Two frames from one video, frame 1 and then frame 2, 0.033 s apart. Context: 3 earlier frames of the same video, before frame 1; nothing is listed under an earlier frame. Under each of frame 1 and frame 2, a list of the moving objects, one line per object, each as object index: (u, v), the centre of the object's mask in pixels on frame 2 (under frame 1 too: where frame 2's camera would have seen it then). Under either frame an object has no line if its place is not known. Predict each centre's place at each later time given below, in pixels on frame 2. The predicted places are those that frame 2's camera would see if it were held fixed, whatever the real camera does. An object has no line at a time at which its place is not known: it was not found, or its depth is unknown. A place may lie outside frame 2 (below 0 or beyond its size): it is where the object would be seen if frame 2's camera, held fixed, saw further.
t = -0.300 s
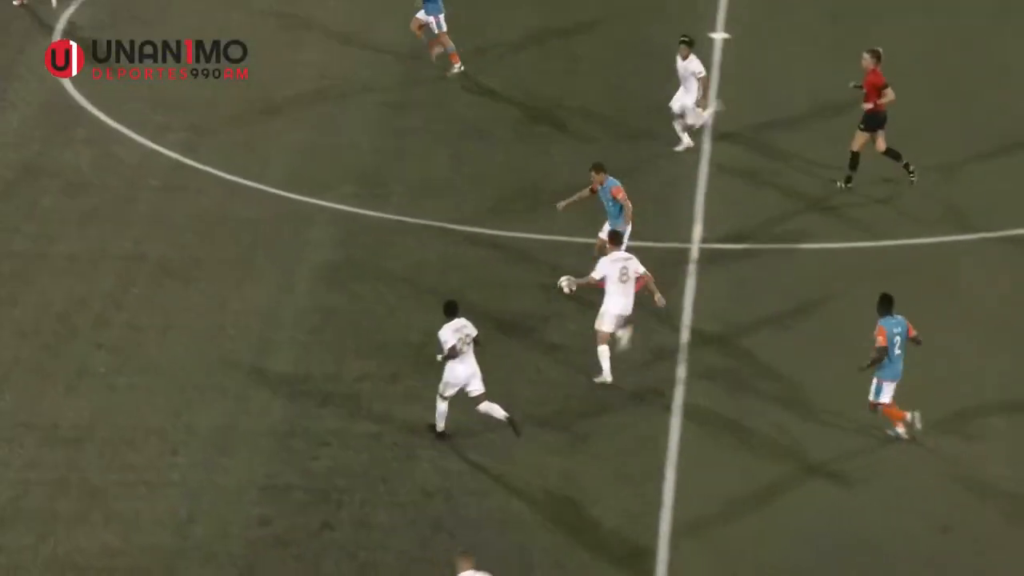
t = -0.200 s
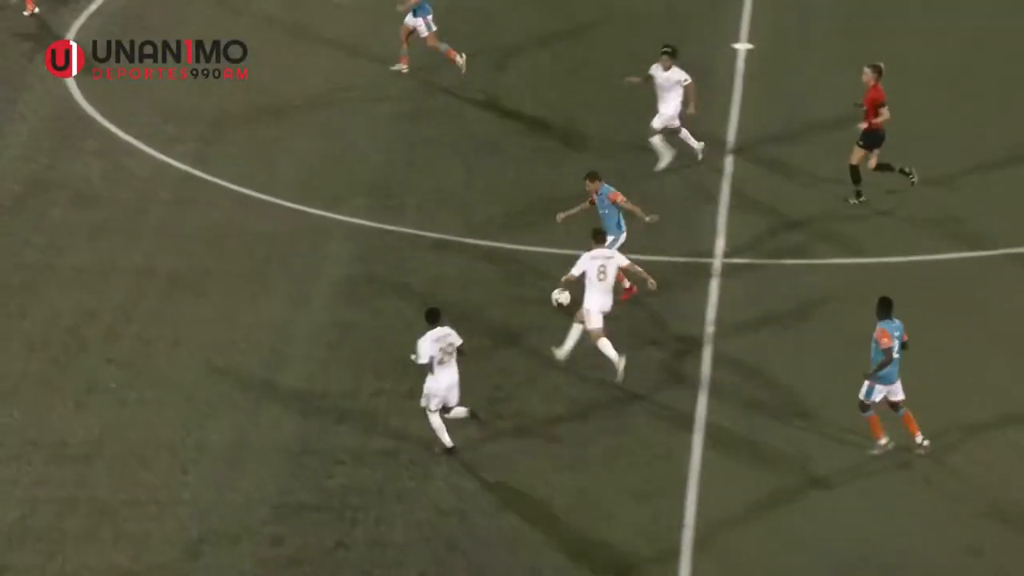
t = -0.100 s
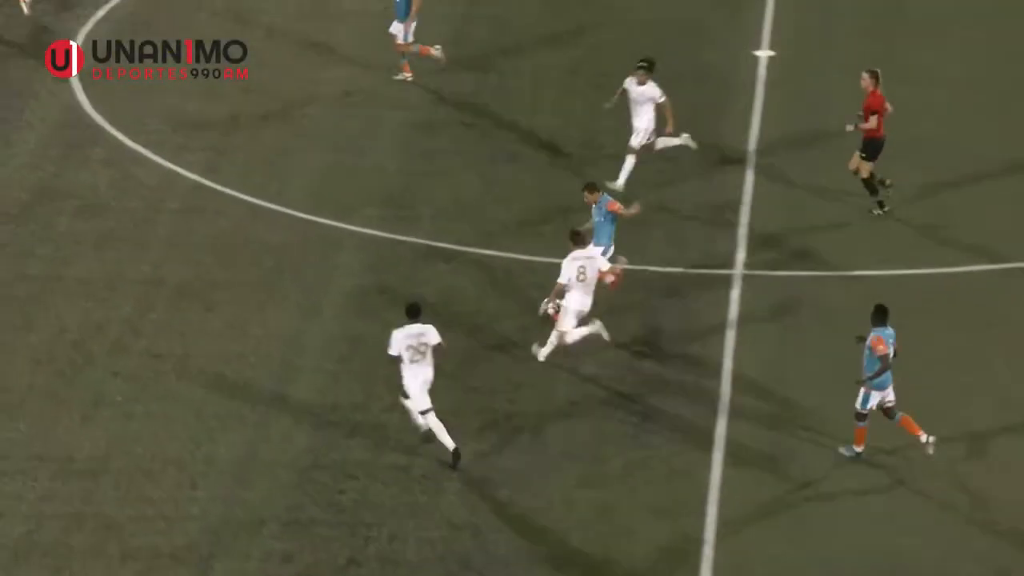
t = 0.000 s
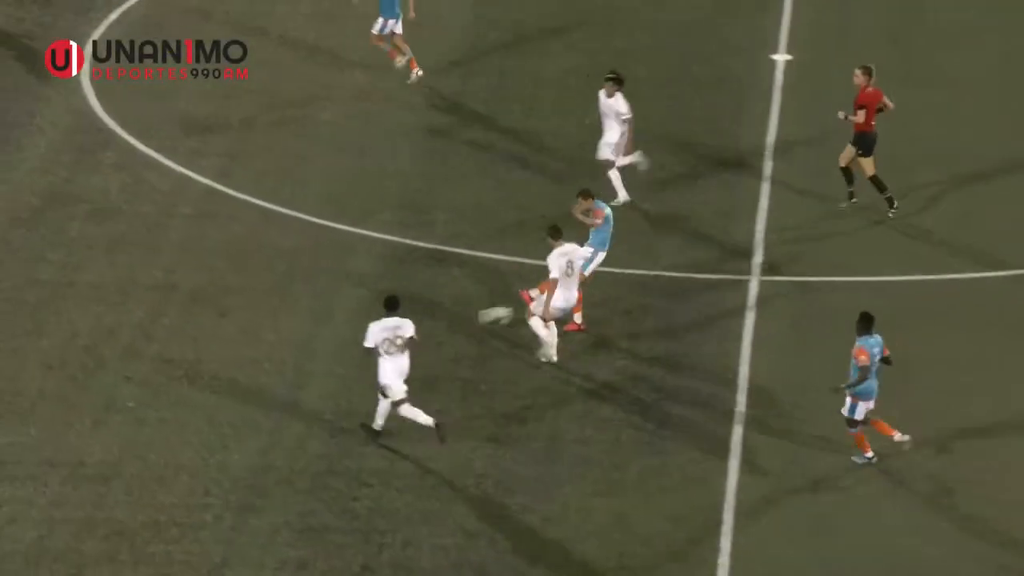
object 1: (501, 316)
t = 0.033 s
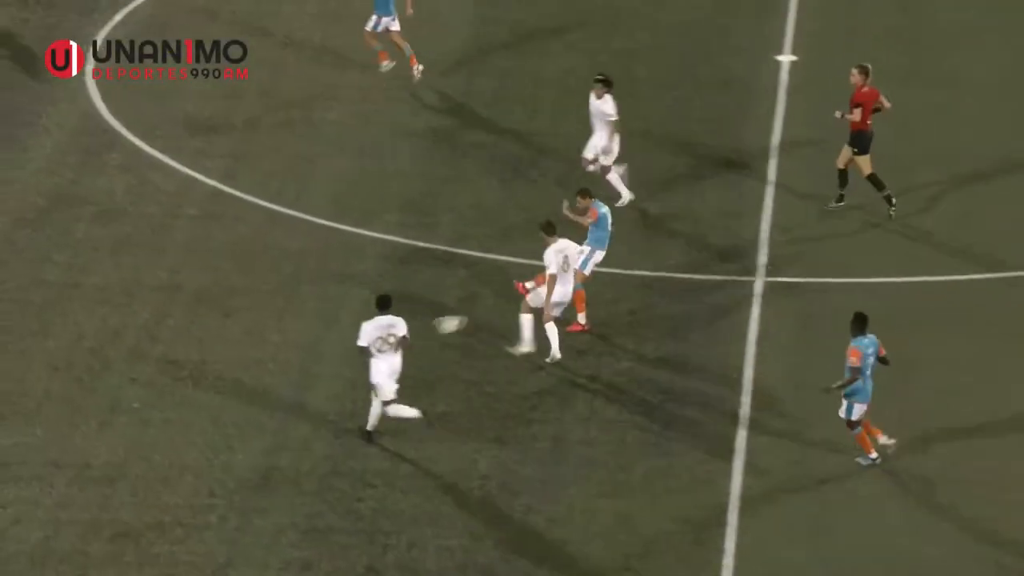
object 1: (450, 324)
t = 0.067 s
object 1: (408, 331)
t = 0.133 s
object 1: (302, 352)
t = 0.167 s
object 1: (253, 364)
